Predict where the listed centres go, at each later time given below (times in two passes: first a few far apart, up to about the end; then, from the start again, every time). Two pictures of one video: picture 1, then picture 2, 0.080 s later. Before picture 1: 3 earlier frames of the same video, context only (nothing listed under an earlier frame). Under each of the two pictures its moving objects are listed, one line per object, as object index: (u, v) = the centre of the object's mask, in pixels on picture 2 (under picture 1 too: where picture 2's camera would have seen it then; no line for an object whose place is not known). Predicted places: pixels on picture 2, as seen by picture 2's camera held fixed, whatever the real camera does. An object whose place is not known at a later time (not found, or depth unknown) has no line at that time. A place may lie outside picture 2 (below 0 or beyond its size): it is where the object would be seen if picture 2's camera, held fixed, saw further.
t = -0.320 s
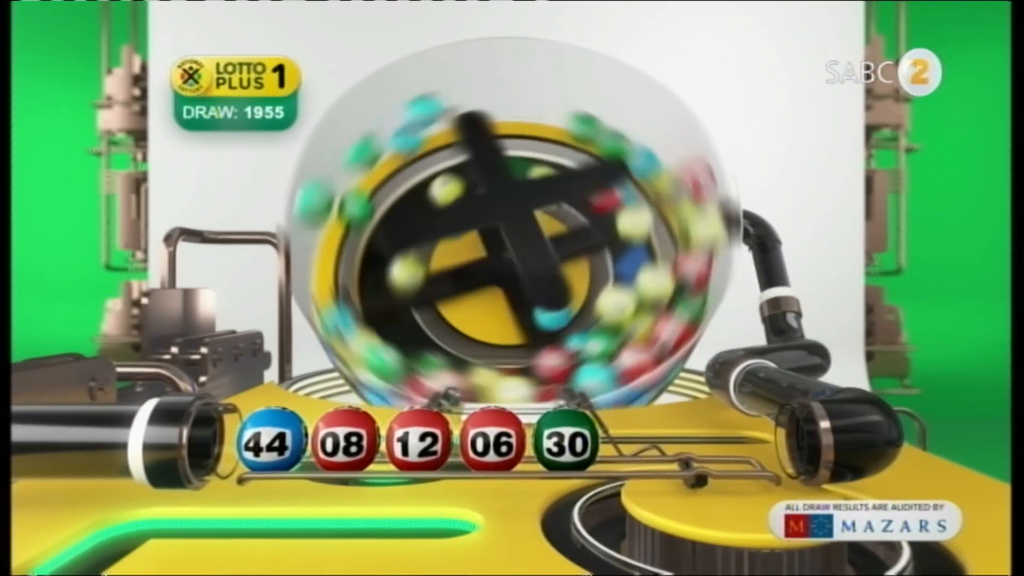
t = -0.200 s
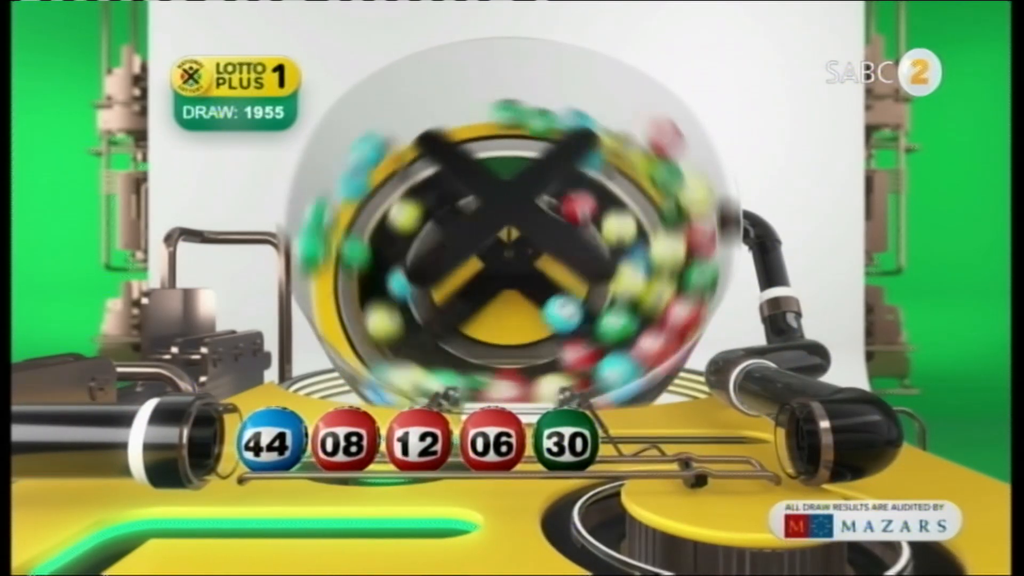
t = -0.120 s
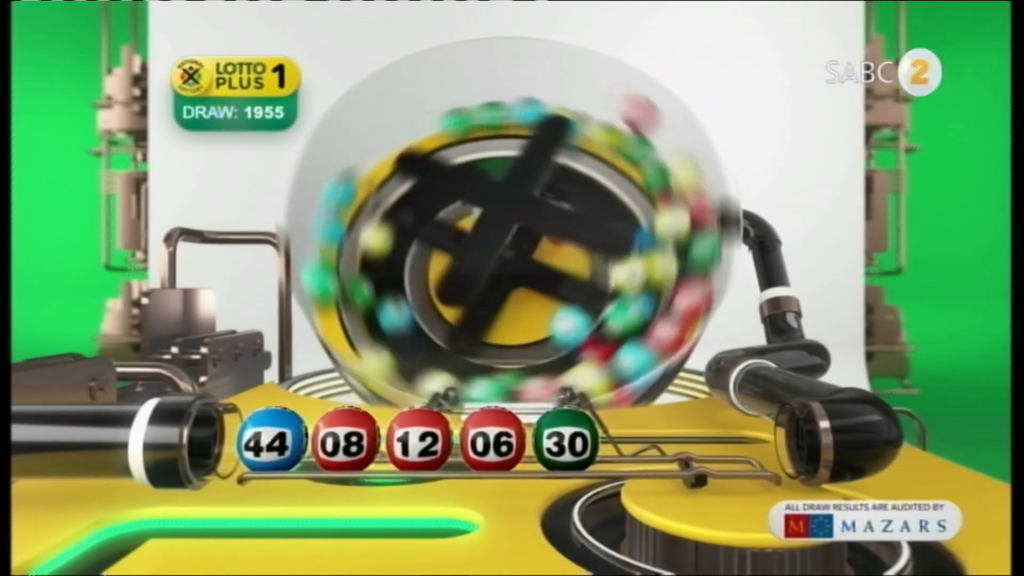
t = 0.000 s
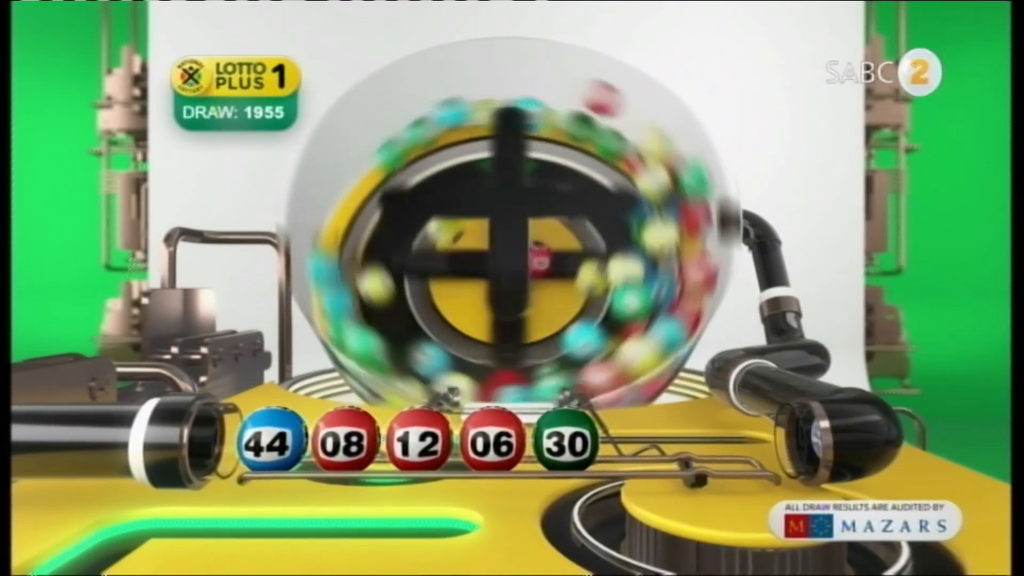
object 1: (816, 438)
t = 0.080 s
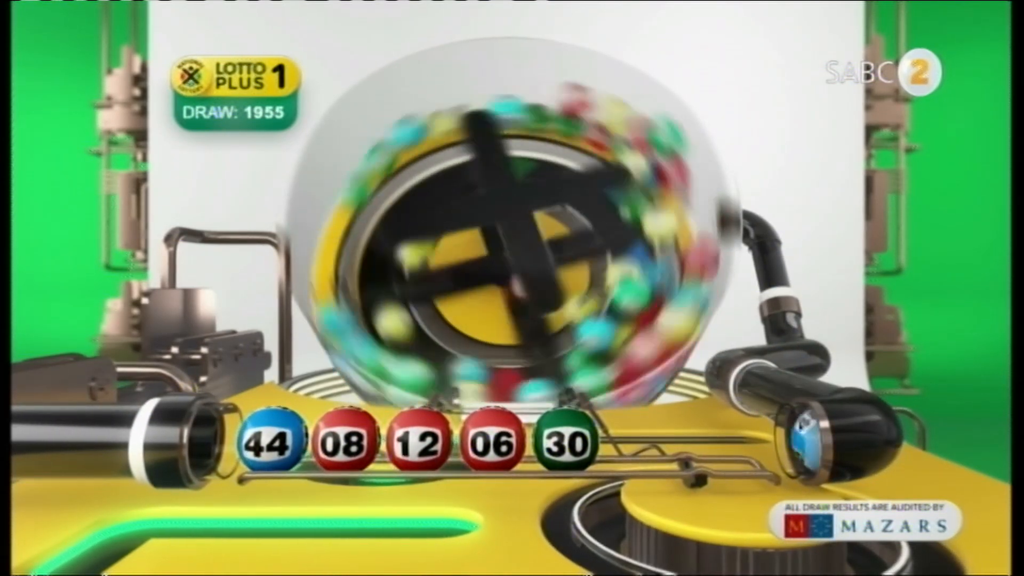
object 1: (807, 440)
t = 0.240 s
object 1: (777, 441)
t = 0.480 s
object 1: (695, 439)
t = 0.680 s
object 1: (648, 439)
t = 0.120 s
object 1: (802, 441)
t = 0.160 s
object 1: (795, 442)
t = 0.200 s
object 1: (787, 441)
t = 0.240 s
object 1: (777, 441)
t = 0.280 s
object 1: (762, 440)
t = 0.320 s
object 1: (748, 440)
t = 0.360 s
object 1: (734, 440)
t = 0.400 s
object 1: (721, 439)
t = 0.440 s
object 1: (708, 439)
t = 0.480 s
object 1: (695, 439)
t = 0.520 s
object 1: (683, 438)
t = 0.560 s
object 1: (672, 439)
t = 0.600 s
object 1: (663, 439)
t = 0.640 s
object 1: (654, 439)
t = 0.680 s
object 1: (648, 439)
